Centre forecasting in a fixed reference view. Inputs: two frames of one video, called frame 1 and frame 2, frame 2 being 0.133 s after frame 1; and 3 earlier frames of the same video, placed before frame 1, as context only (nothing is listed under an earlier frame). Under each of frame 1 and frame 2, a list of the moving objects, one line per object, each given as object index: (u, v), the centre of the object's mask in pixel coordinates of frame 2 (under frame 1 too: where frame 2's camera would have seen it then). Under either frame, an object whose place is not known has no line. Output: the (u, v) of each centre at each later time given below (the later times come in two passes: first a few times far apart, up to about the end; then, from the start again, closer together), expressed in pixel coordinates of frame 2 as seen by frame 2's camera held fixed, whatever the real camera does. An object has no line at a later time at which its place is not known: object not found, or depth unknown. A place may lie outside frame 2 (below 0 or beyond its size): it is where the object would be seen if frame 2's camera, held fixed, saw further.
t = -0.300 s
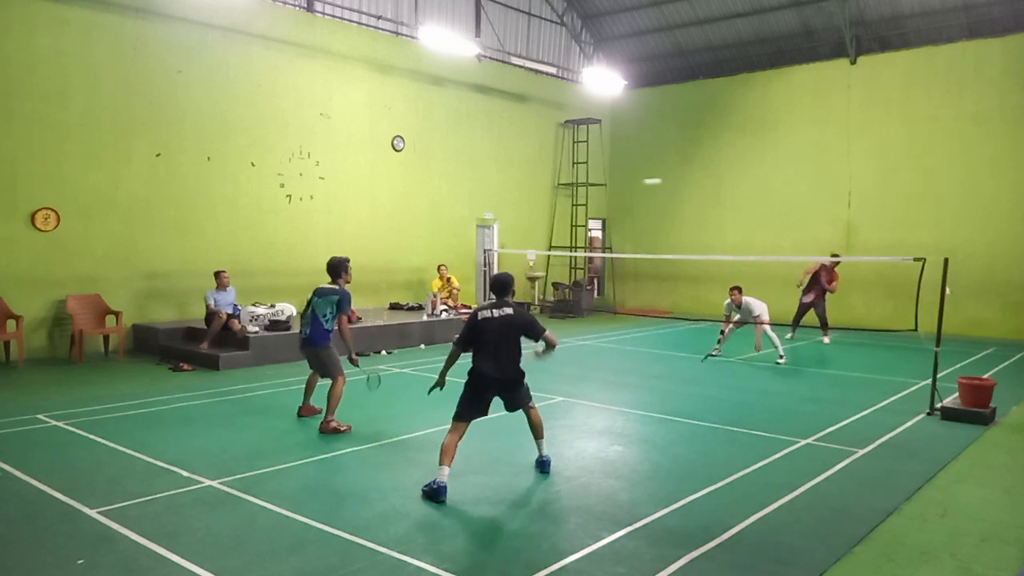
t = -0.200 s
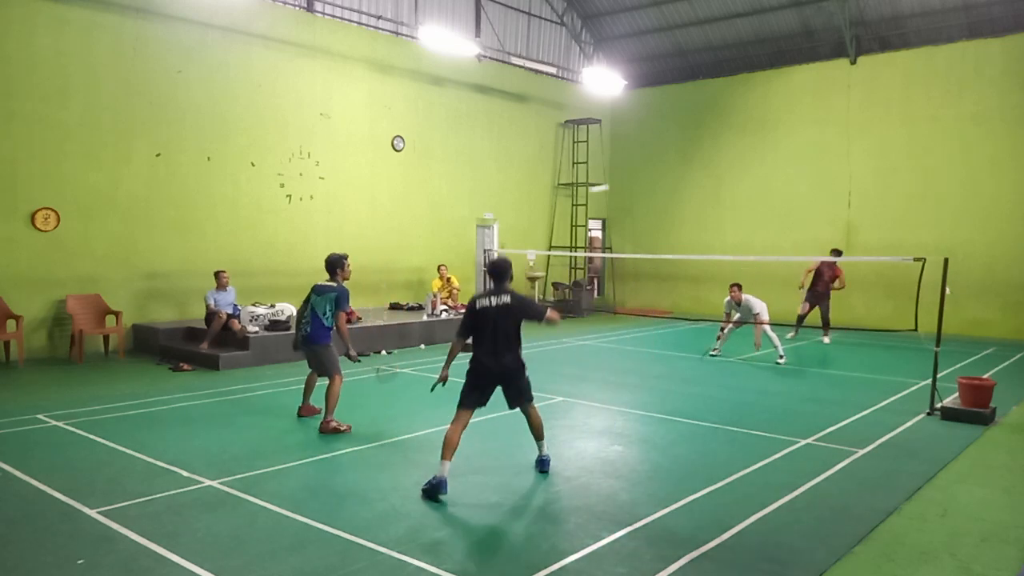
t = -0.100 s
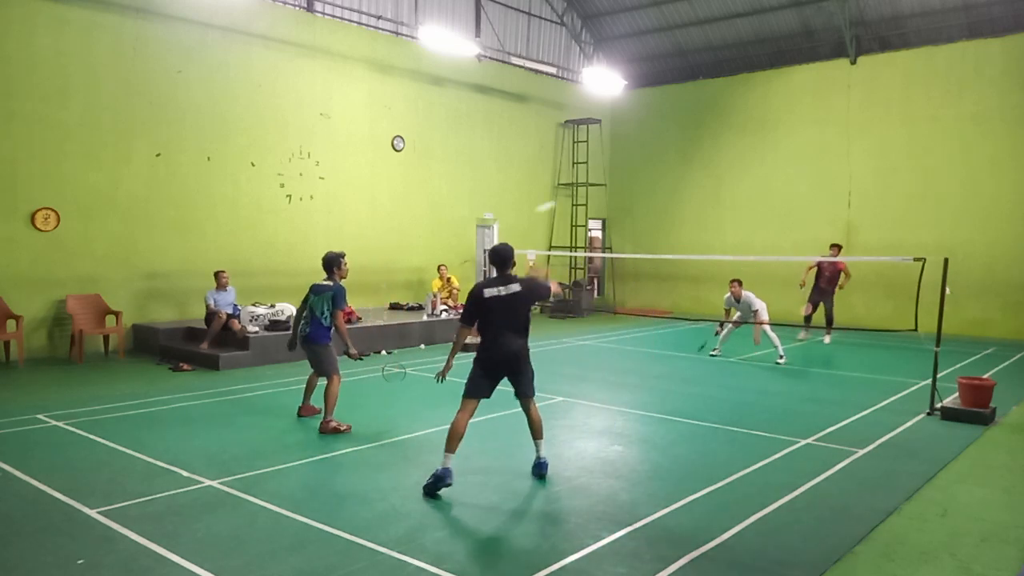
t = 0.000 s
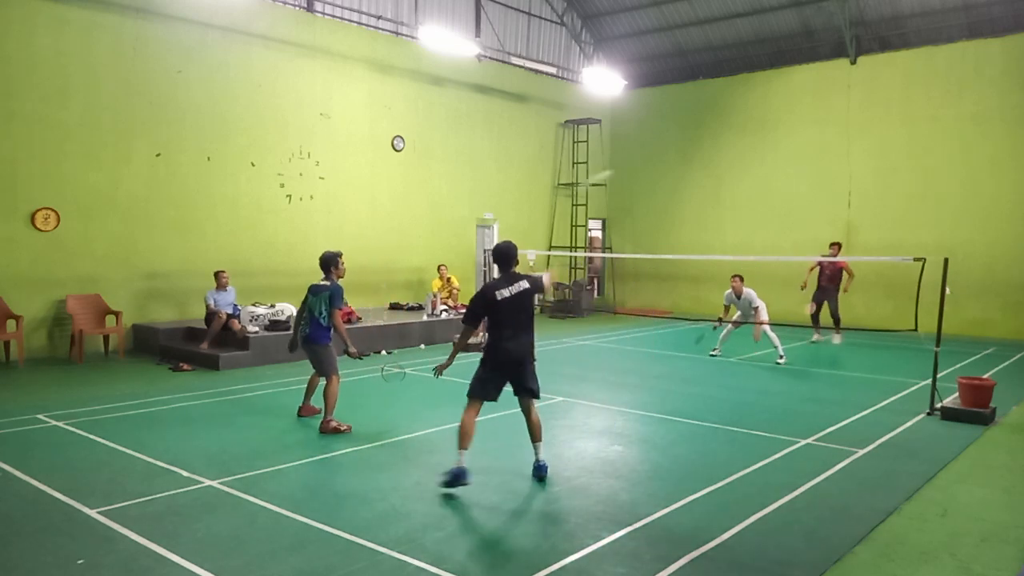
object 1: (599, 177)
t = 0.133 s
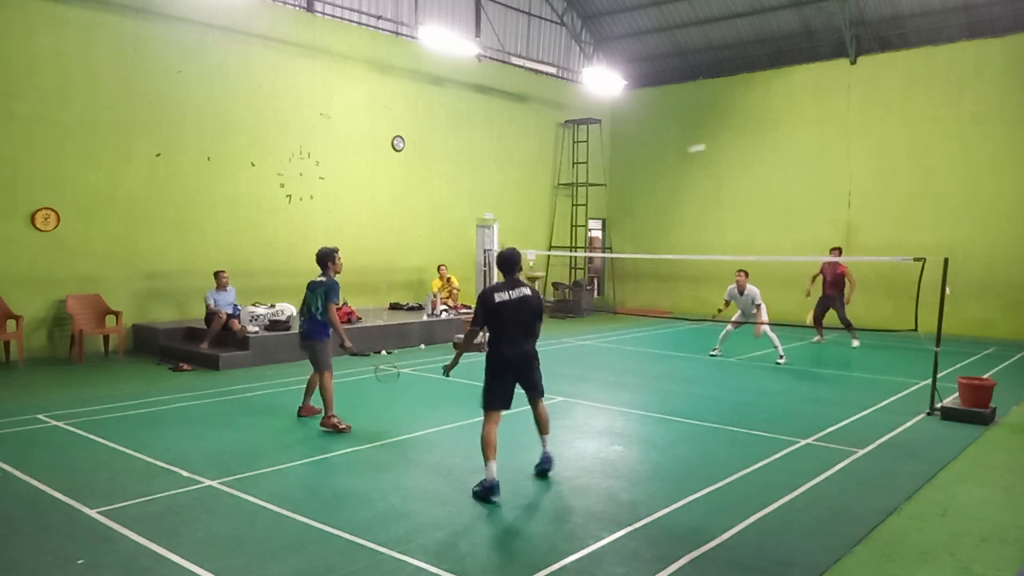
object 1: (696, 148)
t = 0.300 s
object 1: (761, 142)
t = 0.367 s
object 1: (777, 145)
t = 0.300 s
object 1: (761, 142)
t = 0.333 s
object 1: (769, 143)
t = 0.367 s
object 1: (777, 145)
